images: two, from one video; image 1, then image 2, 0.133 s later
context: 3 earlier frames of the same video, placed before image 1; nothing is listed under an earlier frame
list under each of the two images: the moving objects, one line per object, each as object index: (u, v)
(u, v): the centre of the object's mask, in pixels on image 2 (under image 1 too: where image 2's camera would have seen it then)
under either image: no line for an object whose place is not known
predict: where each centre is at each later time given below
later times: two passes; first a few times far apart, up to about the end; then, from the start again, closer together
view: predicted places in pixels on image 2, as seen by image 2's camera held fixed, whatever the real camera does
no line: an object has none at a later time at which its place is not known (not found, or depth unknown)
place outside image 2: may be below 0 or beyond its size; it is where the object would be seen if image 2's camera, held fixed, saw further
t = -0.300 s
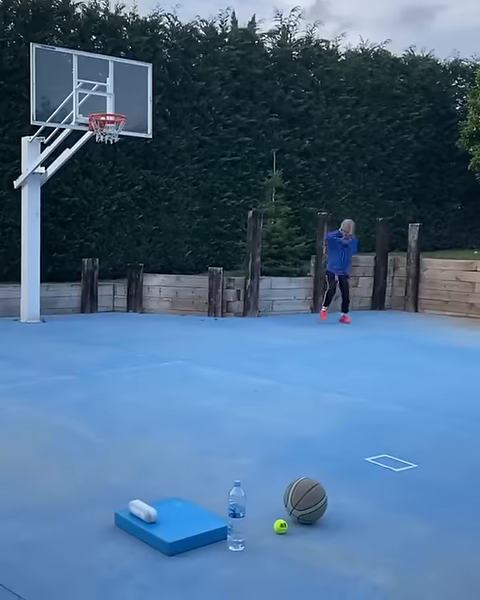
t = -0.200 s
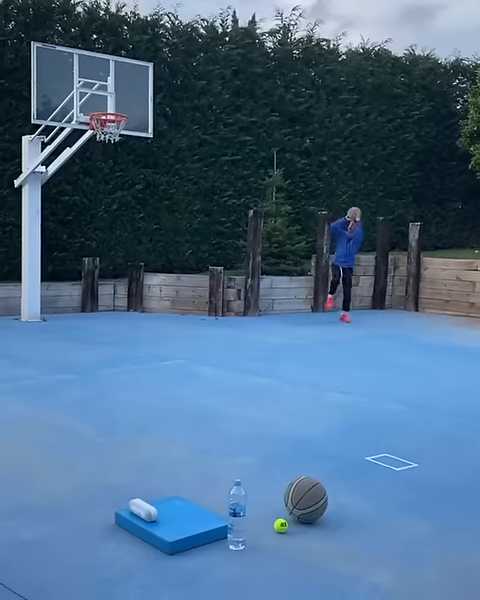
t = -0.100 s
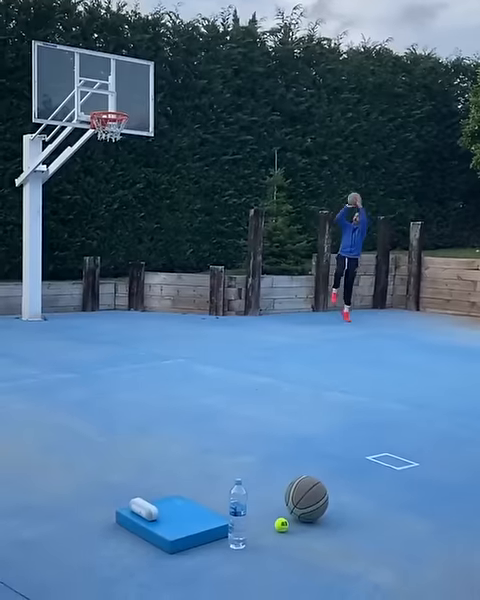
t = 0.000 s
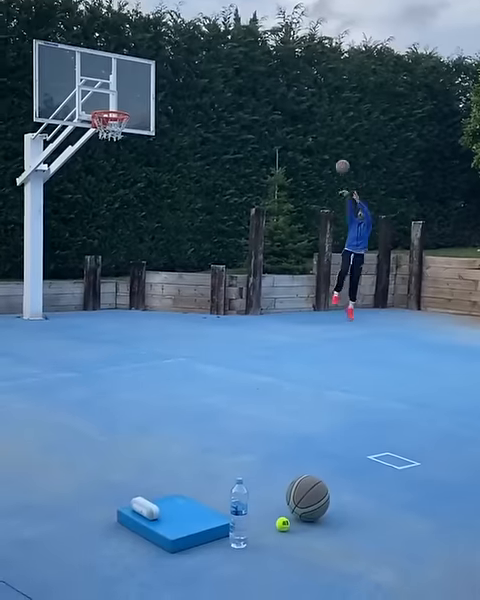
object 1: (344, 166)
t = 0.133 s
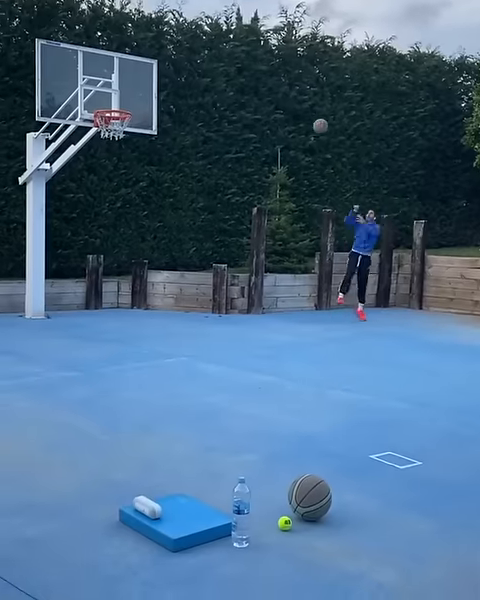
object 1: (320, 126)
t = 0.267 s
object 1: (293, 94)
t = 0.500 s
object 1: (241, 62)
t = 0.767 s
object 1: (171, 69)
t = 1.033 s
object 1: (102, 123)
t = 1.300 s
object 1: (121, 160)
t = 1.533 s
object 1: (136, 231)
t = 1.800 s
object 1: (151, 315)
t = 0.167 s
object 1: (313, 117)
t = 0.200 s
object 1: (307, 109)
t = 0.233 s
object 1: (300, 101)
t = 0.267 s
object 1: (293, 94)
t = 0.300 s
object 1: (287, 88)
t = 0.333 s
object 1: (279, 82)
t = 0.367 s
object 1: (272, 76)
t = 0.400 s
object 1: (264, 72)
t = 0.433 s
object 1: (257, 68)
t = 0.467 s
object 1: (249, 65)
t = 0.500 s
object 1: (241, 62)
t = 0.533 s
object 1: (233, 61)
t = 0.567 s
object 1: (225, 59)
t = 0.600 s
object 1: (216, 59)
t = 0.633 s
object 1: (207, 59)
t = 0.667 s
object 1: (199, 61)
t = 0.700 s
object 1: (190, 63)
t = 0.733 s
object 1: (181, 66)
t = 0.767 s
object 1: (171, 69)
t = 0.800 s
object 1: (162, 74)
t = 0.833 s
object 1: (154, 80)
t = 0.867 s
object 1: (142, 89)
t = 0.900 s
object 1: (132, 93)
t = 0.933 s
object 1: (122, 101)
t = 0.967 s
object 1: (115, 106)
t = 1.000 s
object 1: (105, 120)
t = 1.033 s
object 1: (102, 123)
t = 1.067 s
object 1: (105, 124)
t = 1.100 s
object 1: (107, 128)
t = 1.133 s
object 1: (110, 131)
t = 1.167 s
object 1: (112, 136)
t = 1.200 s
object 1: (114, 141)
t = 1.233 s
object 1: (117, 146)
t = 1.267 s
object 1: (119, 153)
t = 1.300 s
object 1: (121, 160)
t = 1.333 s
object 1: (123, 168)
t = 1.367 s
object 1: (126, 177)
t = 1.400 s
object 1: (128, 186)
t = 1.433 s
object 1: (130, 197)
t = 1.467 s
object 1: (132, 207)
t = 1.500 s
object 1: (134, 219)
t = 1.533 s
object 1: (136, 231)
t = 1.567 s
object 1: (138, 244)
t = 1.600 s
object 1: (140, 257)
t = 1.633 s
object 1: (141, 271)
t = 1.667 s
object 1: (143, 286)
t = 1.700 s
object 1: (144, 302)
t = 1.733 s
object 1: (147, 318)
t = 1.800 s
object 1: (151, 315)
